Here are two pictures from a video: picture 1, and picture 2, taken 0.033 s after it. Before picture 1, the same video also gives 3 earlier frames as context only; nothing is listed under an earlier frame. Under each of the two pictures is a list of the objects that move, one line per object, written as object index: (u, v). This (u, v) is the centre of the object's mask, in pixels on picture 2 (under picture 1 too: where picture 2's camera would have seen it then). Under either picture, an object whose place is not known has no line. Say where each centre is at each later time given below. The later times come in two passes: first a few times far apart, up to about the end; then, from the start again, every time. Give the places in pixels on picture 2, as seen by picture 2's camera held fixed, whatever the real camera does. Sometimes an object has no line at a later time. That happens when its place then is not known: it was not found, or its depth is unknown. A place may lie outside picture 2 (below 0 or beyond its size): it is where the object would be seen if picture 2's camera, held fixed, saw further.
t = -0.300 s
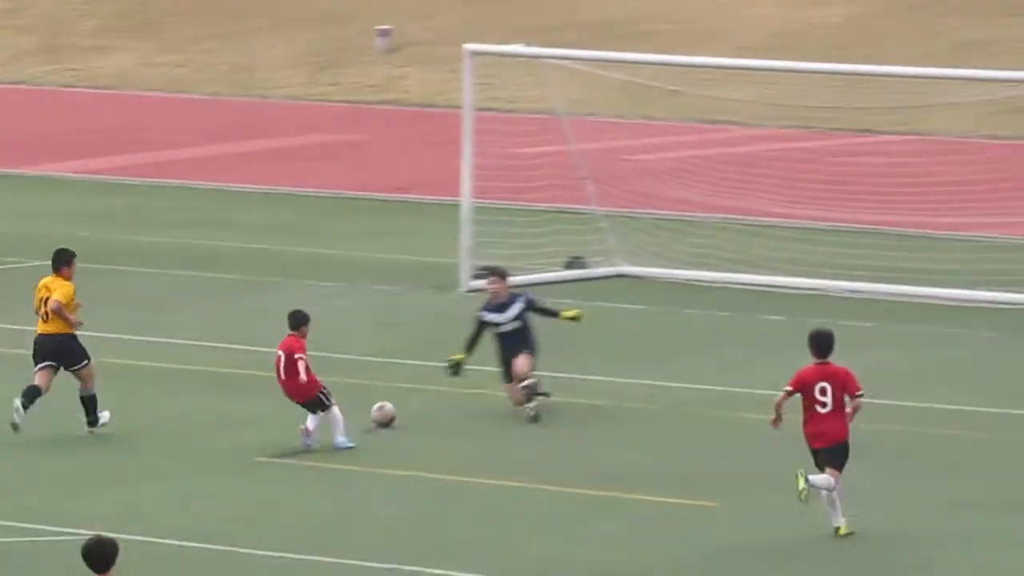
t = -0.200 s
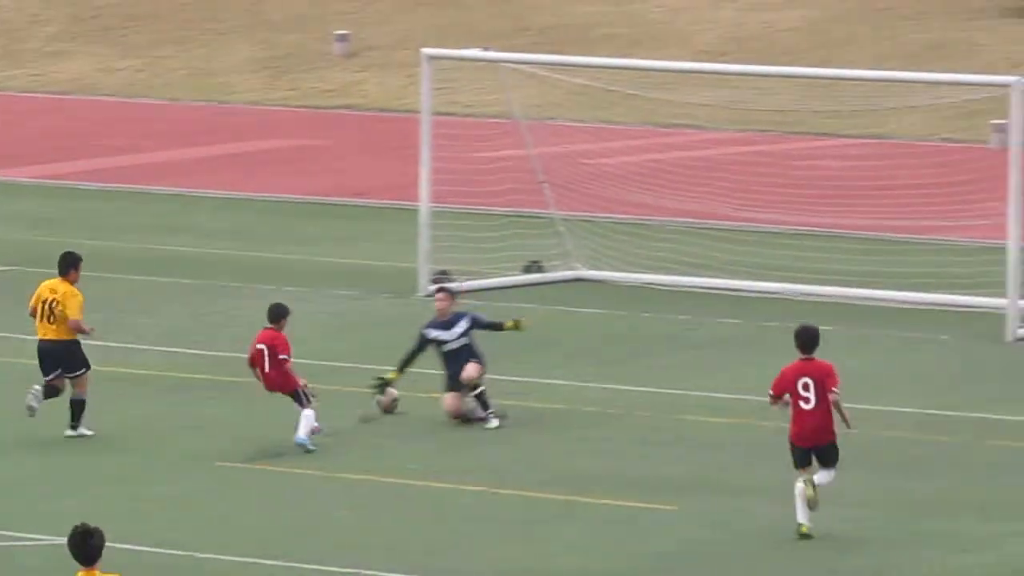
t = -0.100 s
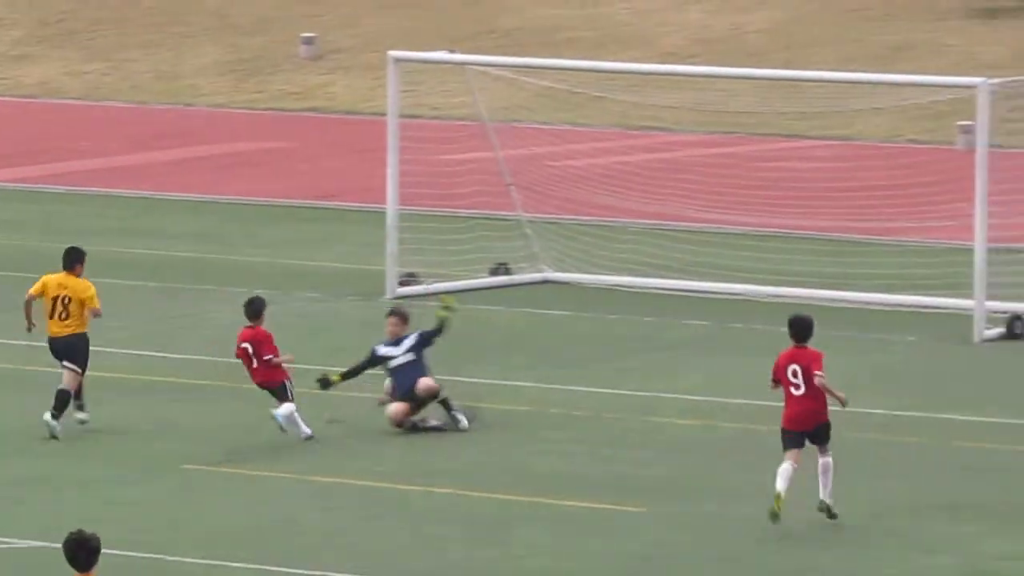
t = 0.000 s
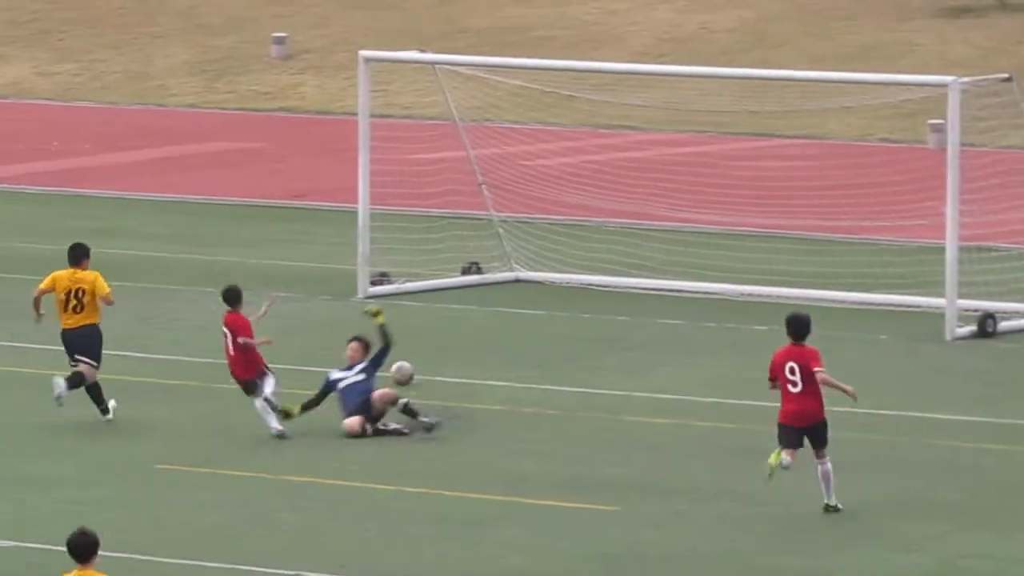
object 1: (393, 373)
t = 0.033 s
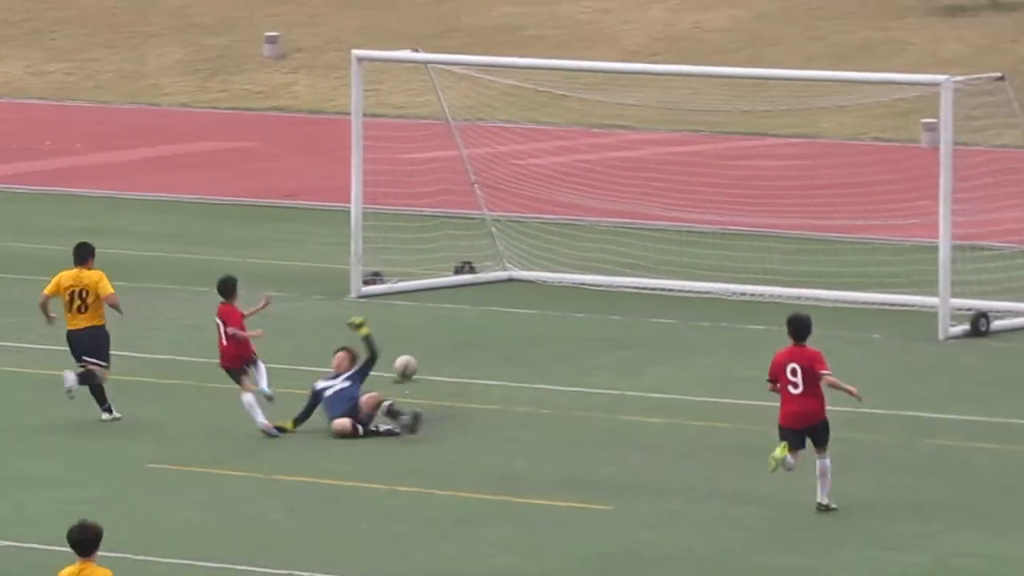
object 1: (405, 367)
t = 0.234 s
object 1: (457, 338)
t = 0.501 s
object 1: (511, 317)
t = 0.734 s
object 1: (552, 303)
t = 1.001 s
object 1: (590, 285)
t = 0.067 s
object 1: (414, 362)
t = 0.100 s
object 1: (423, 357)
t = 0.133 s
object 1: (433, 355)
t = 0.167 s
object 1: (442, 353)
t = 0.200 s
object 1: (449, 344)
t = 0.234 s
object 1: (457, 338)
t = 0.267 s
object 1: (464, 332)
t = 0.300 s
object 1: (471, 328)
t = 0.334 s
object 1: (477, 326)
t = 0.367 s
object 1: (485, 324)
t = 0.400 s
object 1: (492, 324)
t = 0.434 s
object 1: (498, 326)
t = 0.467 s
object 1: (505, 323)
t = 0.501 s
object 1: (511, 317)
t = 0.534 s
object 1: (517, 312)
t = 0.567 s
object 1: (524, 308)
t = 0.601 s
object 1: (530, 306)
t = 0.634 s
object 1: (536, 305)
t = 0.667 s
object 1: (541, 306)
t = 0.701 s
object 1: (546, 307)
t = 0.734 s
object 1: (552, 303)
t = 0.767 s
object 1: (557, 298)
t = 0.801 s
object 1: (561, 293)
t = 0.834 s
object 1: (567, 291)
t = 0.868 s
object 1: (572, 290)
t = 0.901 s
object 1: (577, 290)
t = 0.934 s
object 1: (581, 291)
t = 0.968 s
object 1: (586, 290)
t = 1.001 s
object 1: (590, 285)
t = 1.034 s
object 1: (597, 283)
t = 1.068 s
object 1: (601, 281)
